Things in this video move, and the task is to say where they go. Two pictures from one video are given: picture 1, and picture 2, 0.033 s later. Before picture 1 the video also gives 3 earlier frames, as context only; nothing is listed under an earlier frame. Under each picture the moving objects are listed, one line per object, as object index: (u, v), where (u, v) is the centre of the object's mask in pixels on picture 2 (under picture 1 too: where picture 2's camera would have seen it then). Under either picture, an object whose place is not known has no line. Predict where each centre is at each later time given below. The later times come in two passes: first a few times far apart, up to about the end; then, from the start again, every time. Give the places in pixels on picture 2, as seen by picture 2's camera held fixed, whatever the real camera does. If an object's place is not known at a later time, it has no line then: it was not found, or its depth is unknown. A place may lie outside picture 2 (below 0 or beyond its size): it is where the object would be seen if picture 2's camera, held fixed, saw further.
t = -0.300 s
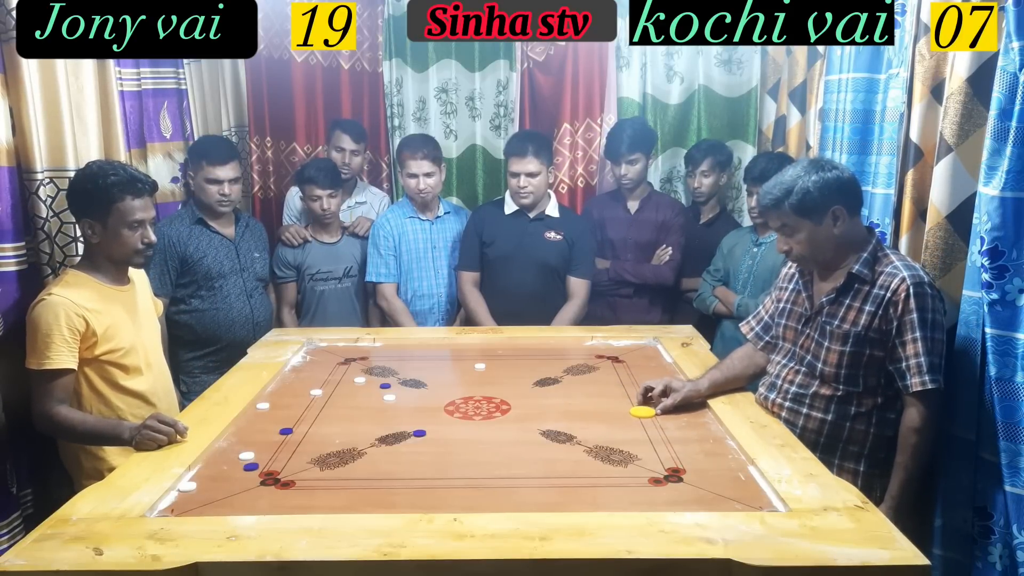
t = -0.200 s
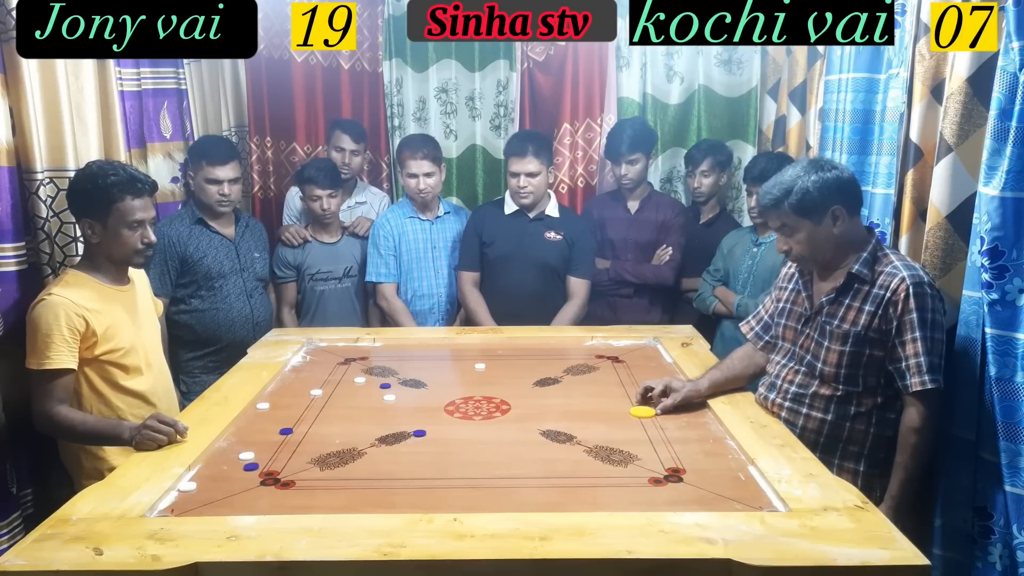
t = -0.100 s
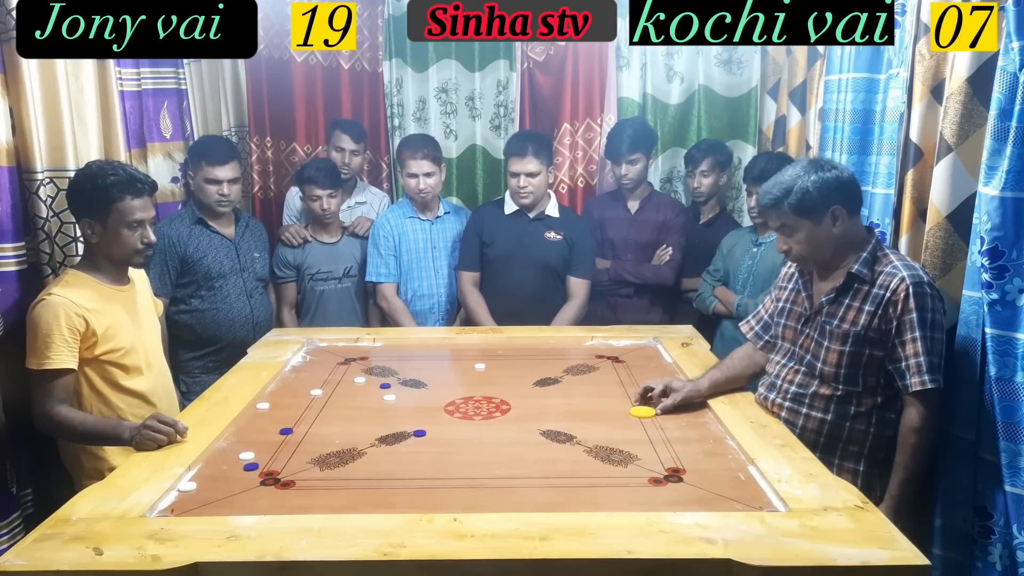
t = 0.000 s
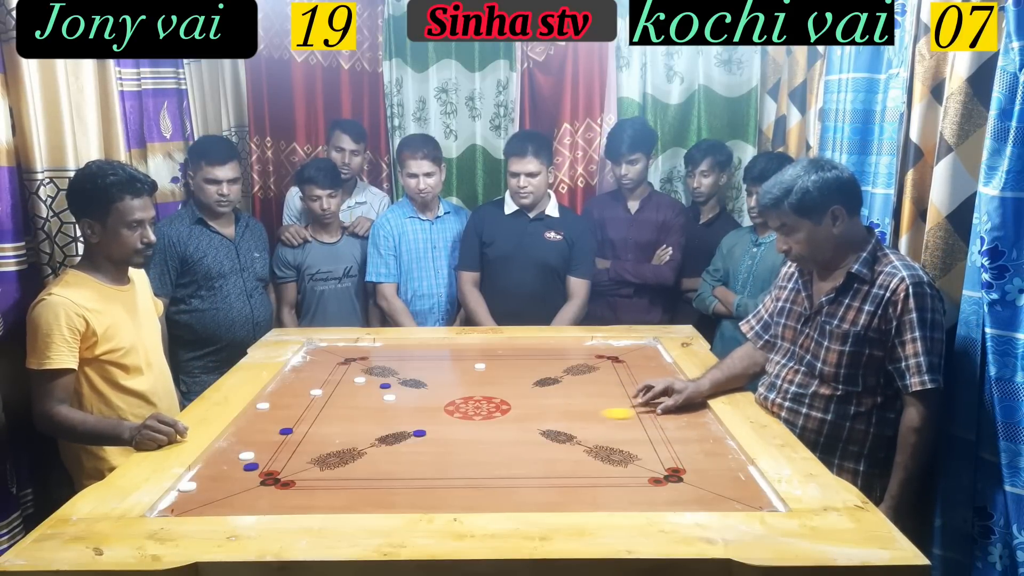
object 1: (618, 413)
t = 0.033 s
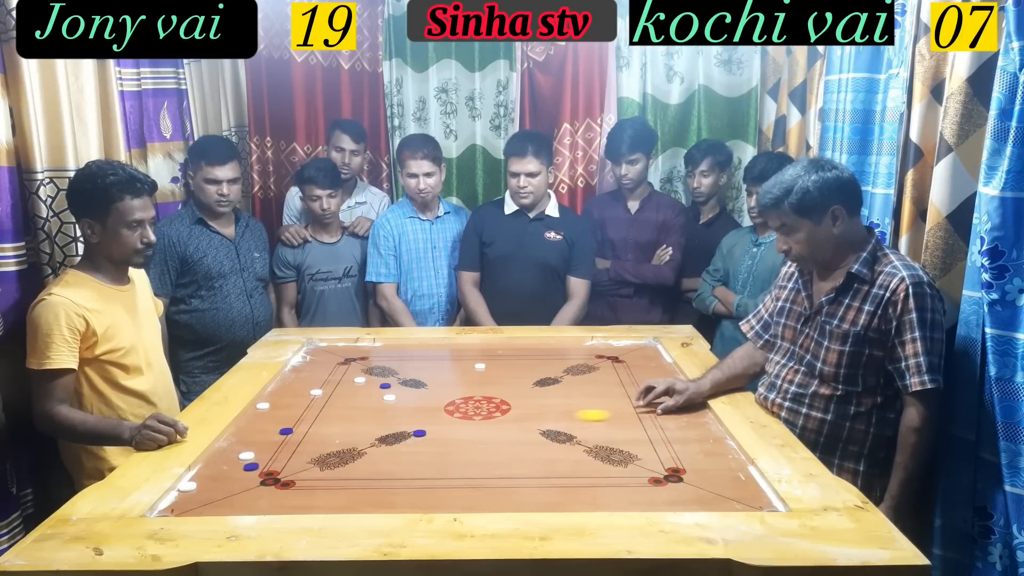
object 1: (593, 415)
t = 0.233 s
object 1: (443, 426)
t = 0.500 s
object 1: (295, 425)
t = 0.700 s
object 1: (273, 418)
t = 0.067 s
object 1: (567, 417)
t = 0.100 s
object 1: (542, 419)
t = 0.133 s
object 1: (517, 421)
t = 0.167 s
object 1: (493, 423)
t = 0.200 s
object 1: (468, 425)
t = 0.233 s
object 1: (443, 426)
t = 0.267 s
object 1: (421, 427)
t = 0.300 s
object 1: (402, 427)
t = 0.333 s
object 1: (383, 427)
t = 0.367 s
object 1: (363, 426)
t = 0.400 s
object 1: (345, 426)
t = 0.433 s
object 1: (328, 426)
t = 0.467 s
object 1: (310, 426)
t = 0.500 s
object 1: (295, 425)
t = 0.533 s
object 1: (282, 424)
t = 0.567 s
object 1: (269, 422)
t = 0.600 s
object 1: (257, 421)
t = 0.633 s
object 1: (255, 420)
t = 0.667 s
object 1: (264, 419)
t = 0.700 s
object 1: (273, 418)
